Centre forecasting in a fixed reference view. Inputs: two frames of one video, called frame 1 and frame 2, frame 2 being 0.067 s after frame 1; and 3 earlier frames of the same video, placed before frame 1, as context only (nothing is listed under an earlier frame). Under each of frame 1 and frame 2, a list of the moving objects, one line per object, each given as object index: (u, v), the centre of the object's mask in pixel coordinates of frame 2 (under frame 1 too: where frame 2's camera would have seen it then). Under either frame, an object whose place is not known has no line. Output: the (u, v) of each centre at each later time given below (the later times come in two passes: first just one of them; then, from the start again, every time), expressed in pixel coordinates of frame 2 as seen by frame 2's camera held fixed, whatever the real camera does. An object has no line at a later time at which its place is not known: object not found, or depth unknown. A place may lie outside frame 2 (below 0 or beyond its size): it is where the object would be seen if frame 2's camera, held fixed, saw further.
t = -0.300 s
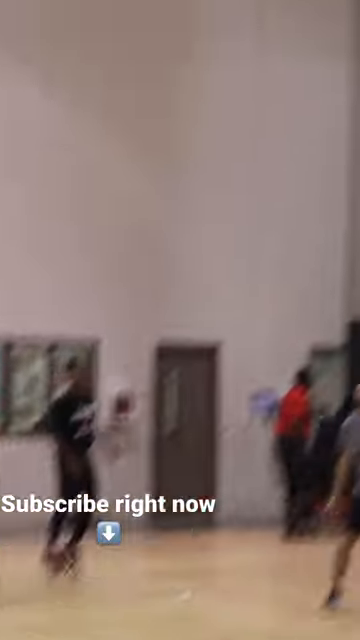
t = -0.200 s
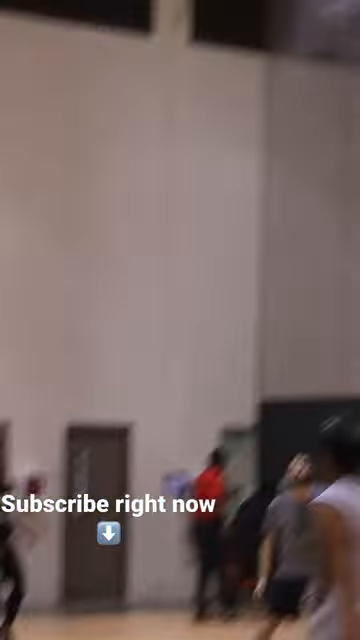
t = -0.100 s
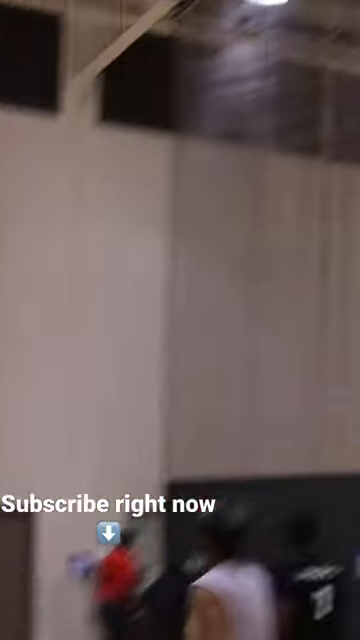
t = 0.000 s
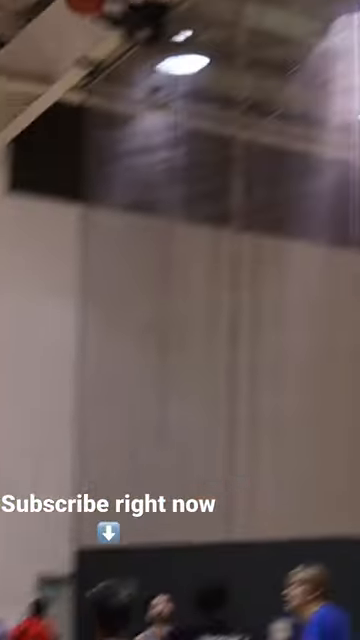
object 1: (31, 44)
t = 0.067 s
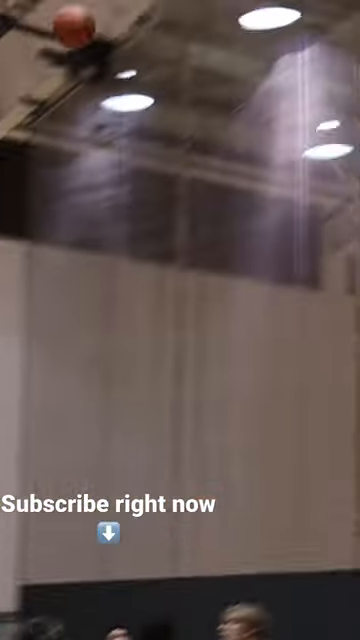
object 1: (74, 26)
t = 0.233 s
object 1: (172, 46)
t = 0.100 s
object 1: (95, 28)
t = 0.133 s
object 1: (114, 31)
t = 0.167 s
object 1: (135, 36)
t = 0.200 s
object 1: (153, 40)
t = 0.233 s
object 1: (172, 46)
